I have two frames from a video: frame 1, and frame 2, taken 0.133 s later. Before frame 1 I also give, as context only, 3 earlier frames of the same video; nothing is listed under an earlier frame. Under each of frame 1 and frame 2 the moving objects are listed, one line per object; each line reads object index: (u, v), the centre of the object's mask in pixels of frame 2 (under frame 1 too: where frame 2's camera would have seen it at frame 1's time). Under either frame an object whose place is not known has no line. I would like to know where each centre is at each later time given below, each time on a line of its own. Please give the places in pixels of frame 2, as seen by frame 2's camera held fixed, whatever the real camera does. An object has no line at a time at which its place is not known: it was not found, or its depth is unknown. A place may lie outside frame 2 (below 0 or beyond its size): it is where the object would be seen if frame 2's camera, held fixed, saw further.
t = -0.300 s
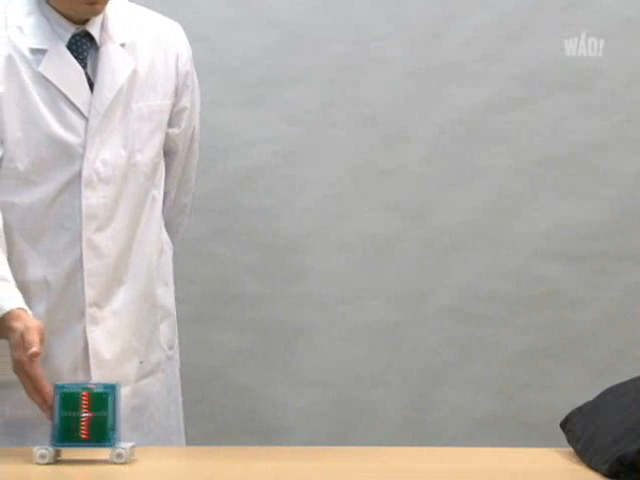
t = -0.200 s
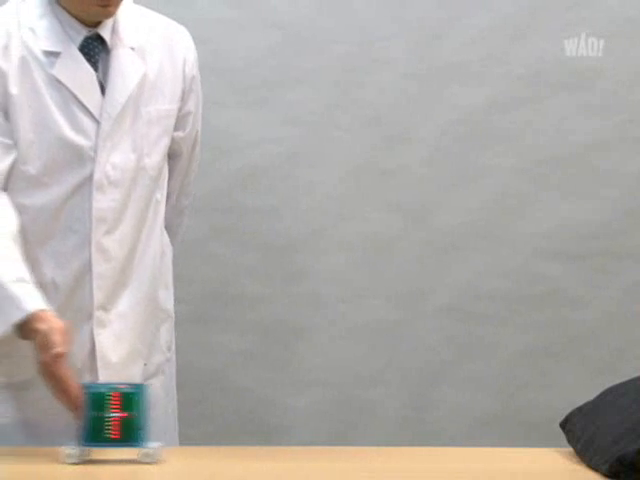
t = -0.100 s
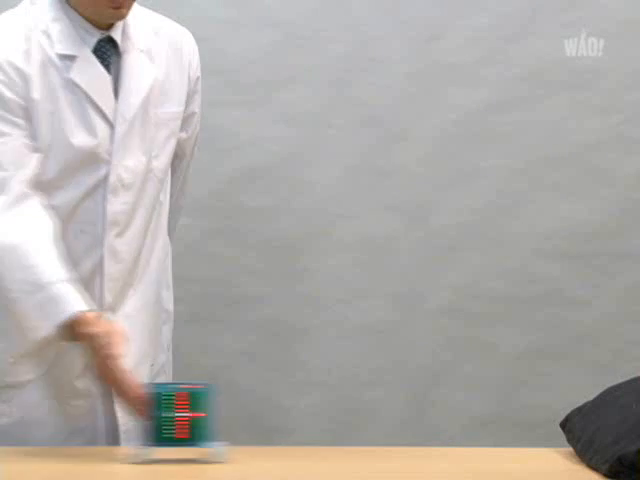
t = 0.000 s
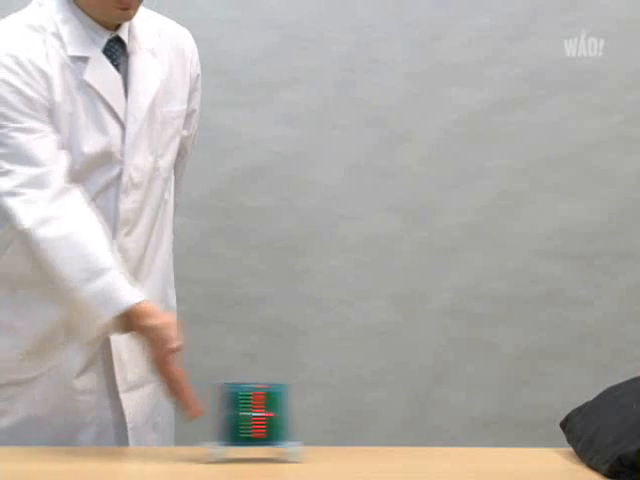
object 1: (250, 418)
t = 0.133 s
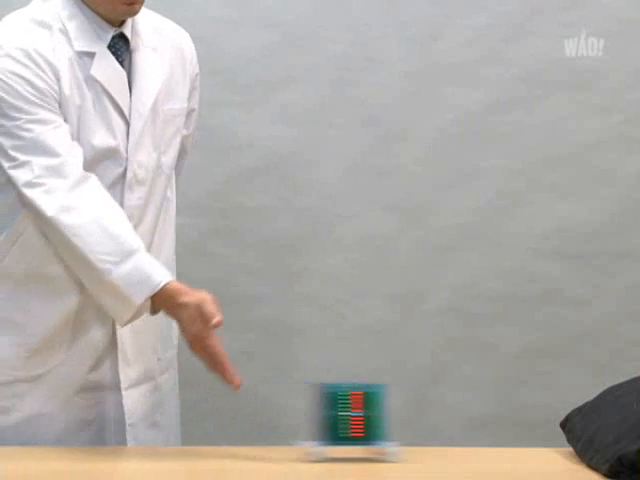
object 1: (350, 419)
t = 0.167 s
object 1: (372, 419)
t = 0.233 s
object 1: (422, 421)
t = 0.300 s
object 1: (467, 421)
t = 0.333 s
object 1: (487, 421)
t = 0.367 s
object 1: (511, 421)
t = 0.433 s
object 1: (551, 420)
